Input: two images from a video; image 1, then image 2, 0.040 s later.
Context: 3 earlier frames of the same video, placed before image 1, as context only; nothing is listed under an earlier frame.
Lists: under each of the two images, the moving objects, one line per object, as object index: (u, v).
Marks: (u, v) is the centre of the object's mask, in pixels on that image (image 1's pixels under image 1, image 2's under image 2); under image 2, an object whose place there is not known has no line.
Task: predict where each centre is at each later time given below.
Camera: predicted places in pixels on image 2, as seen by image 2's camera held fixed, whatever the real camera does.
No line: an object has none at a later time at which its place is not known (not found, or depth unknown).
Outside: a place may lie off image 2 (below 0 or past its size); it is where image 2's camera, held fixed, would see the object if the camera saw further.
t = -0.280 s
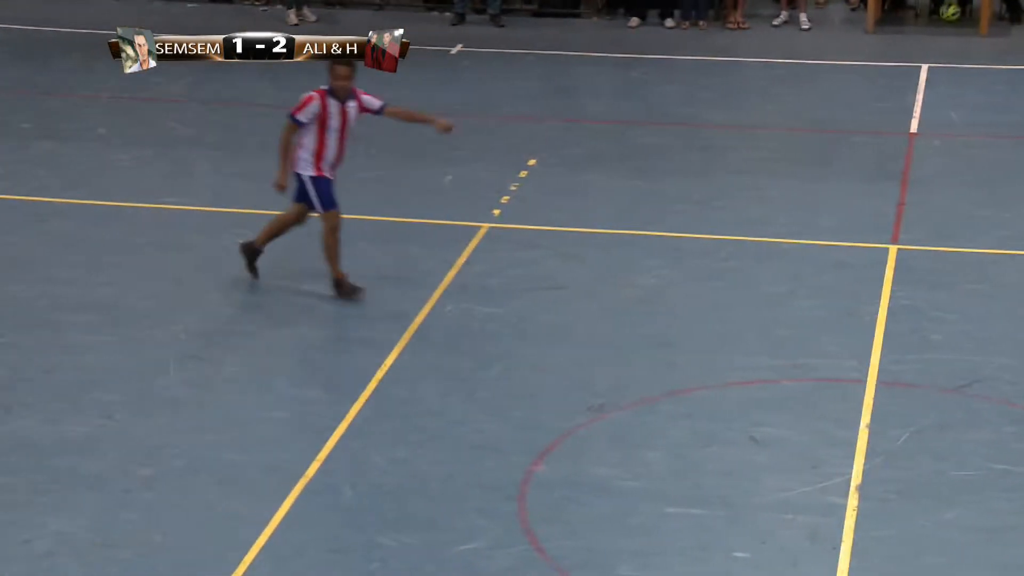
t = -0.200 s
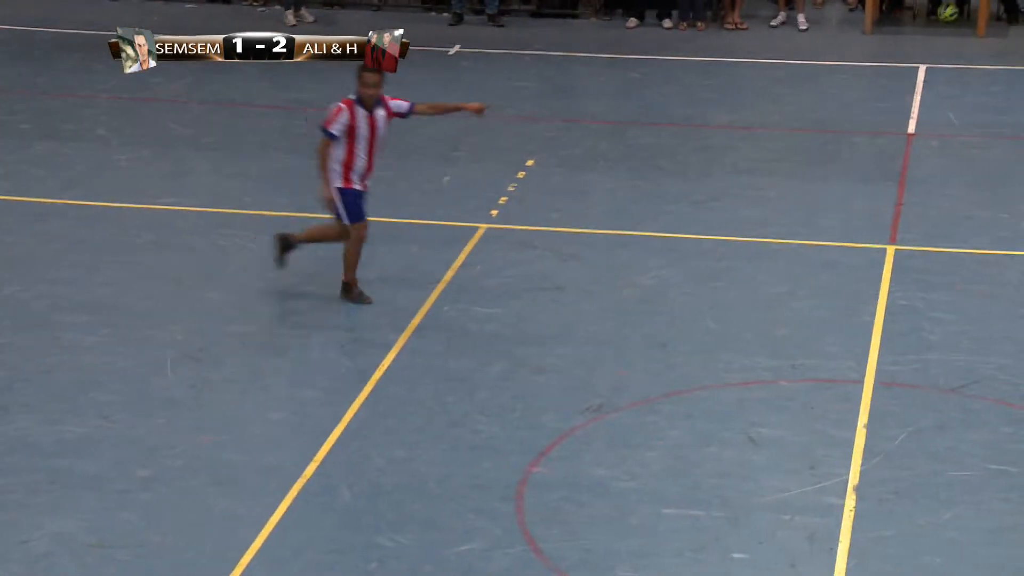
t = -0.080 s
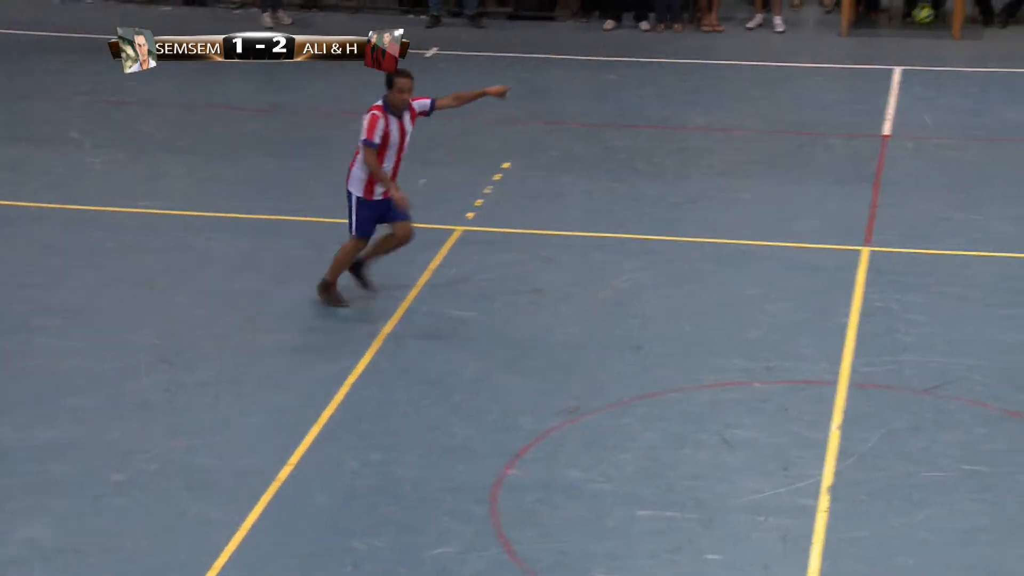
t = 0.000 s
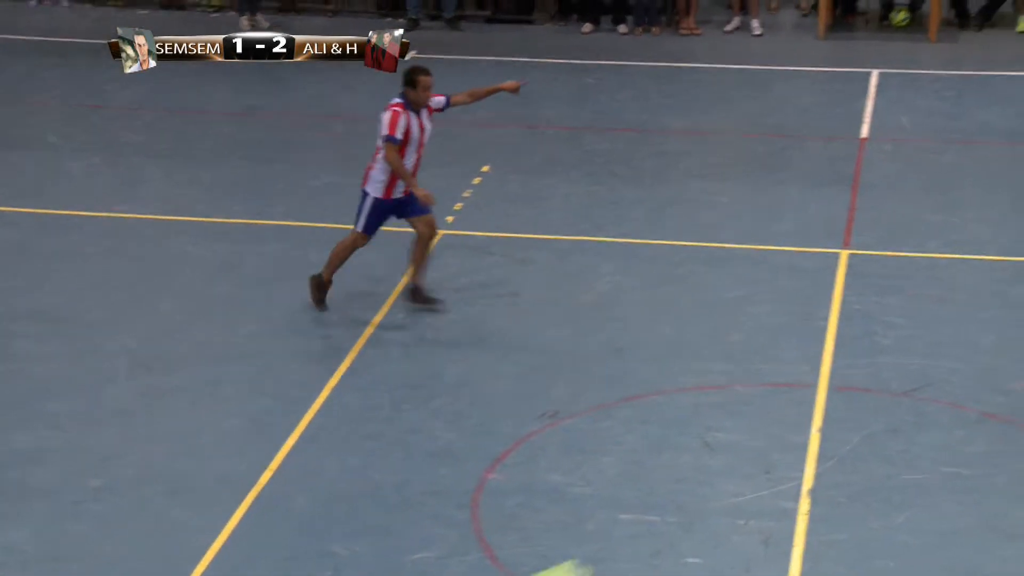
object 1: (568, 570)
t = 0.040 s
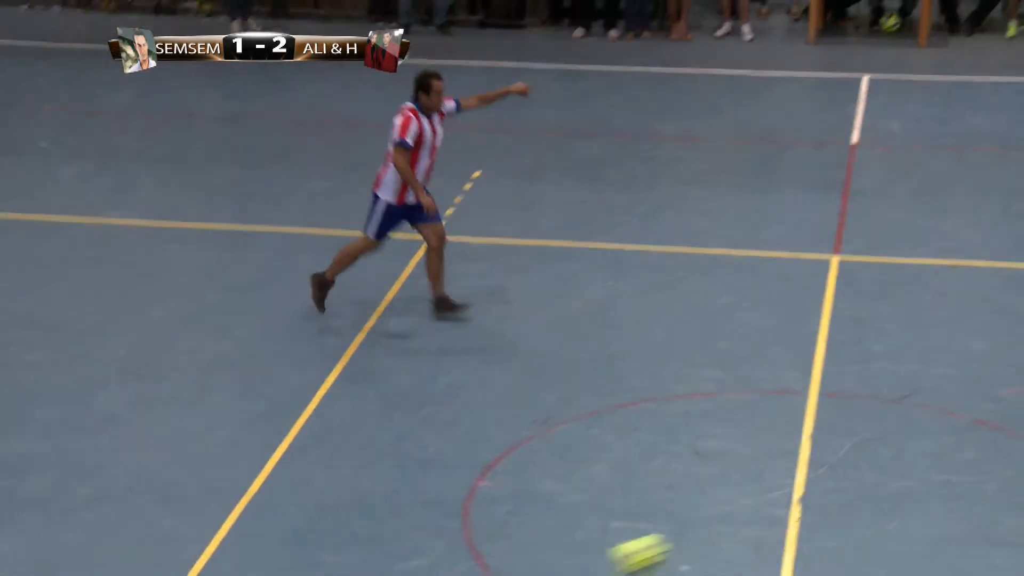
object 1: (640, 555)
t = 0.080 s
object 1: (727, 525)
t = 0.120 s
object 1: (805, 498)
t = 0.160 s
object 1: (873, 469)
